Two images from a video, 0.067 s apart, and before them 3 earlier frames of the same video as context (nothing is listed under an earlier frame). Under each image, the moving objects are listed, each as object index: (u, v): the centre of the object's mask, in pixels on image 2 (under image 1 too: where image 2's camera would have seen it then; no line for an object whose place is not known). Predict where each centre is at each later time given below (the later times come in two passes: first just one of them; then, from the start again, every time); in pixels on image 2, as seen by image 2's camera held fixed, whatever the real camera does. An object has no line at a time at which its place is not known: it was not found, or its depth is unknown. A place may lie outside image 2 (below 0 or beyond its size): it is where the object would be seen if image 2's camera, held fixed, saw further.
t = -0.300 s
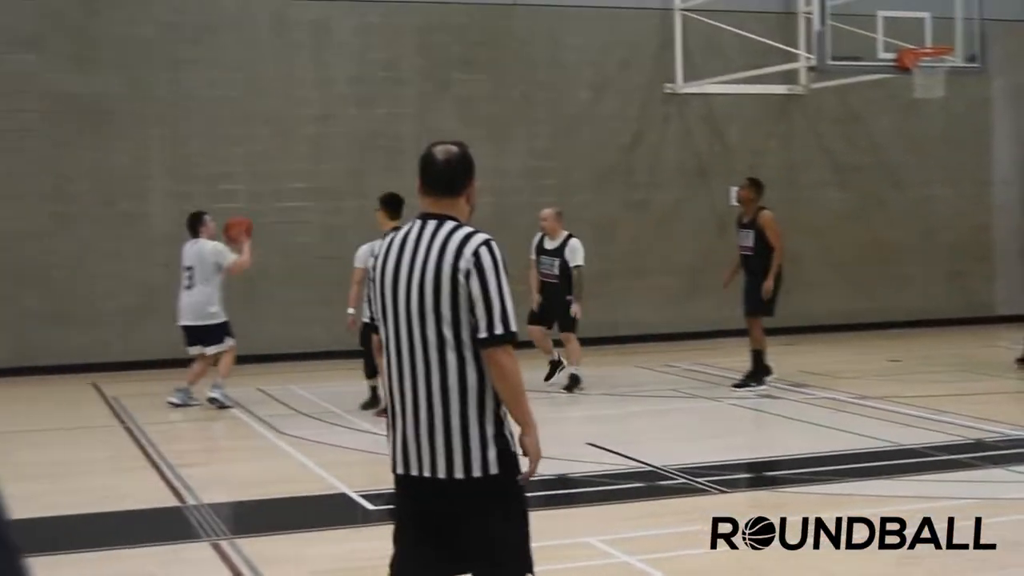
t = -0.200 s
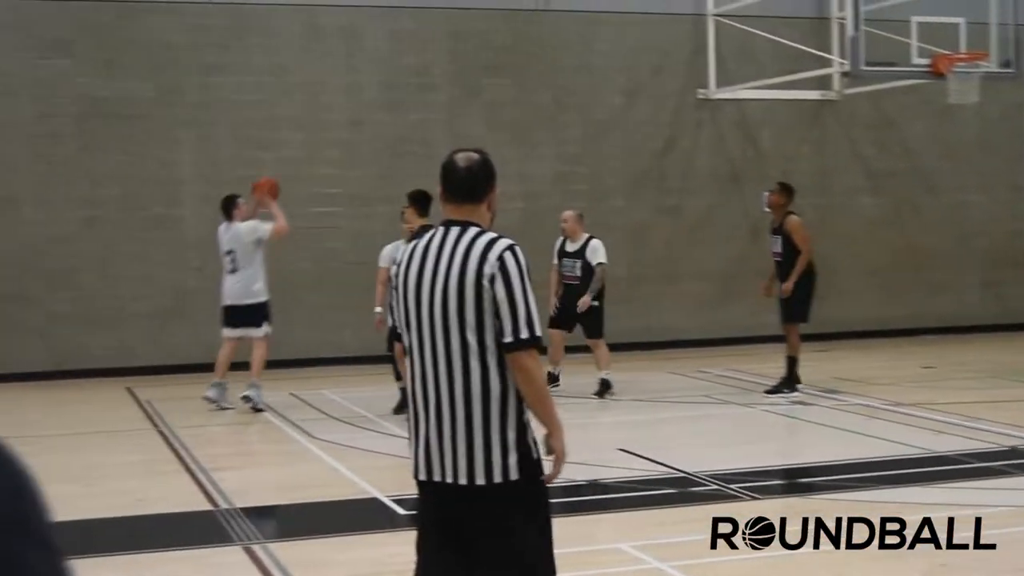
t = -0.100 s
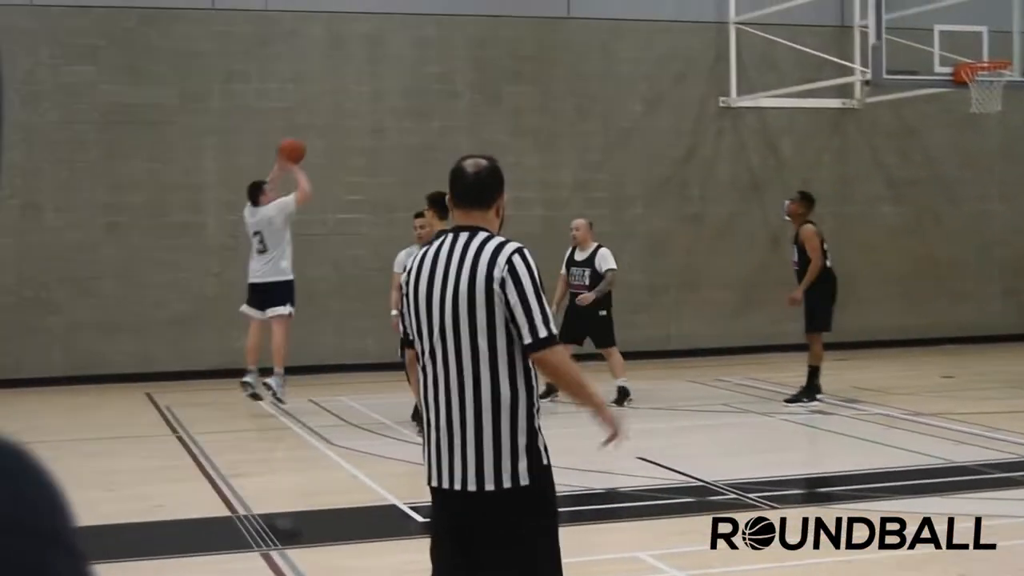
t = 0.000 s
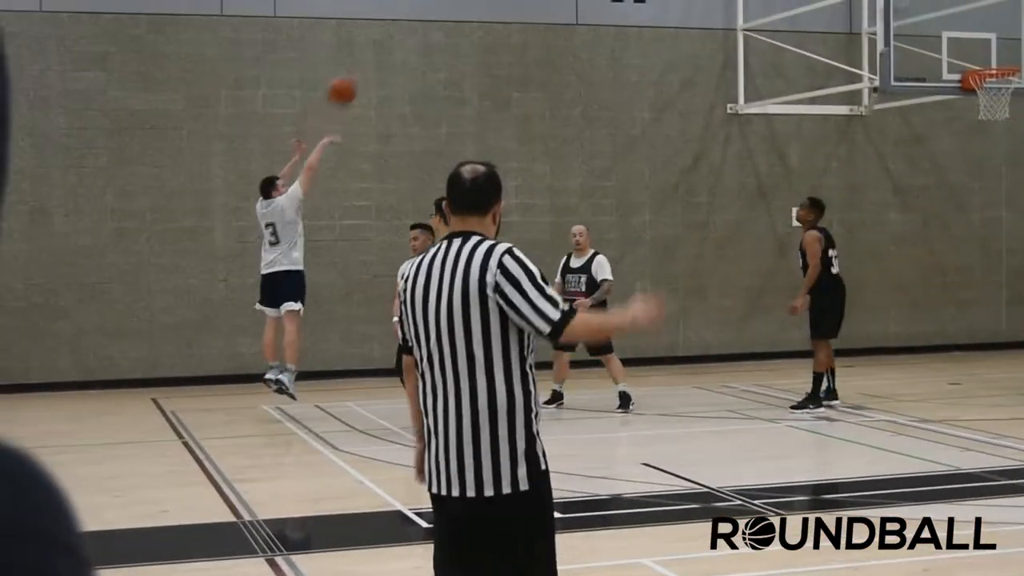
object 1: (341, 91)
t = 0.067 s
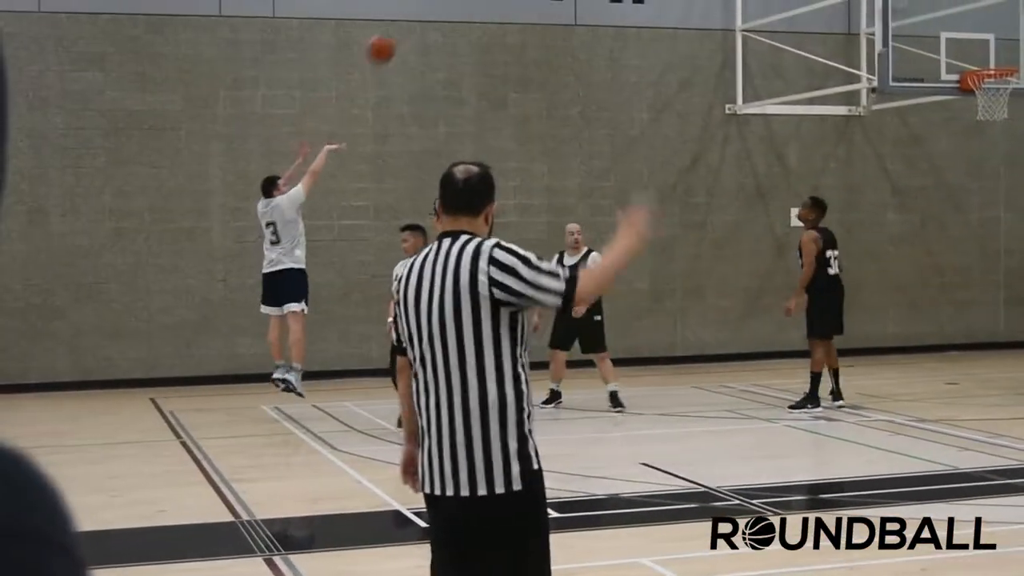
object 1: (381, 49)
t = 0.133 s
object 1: (423, 15)
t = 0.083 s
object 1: (391, 40)
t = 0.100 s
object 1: (401, 31)
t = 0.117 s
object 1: (412, 23)
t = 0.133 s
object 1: (423, 15)
